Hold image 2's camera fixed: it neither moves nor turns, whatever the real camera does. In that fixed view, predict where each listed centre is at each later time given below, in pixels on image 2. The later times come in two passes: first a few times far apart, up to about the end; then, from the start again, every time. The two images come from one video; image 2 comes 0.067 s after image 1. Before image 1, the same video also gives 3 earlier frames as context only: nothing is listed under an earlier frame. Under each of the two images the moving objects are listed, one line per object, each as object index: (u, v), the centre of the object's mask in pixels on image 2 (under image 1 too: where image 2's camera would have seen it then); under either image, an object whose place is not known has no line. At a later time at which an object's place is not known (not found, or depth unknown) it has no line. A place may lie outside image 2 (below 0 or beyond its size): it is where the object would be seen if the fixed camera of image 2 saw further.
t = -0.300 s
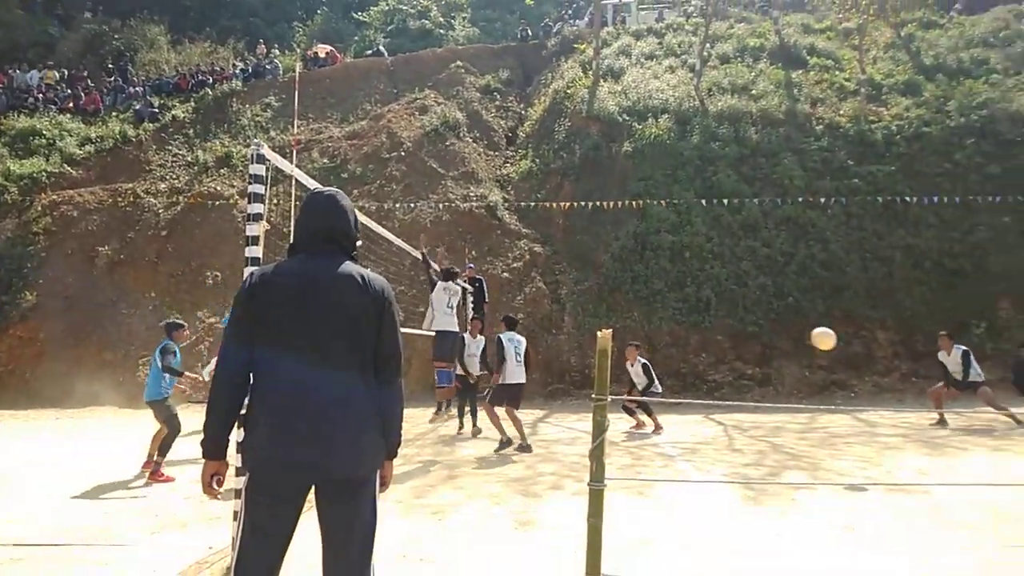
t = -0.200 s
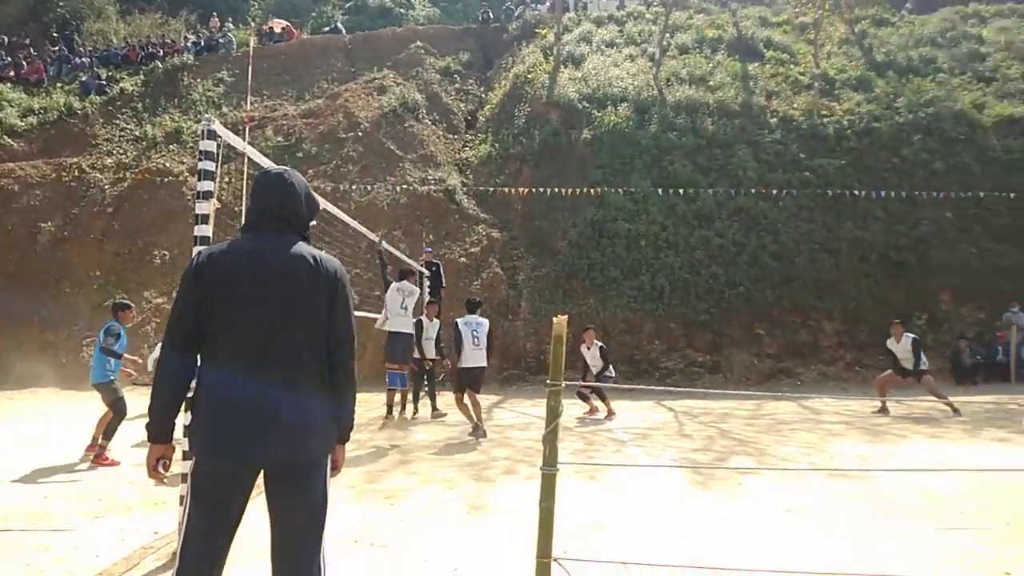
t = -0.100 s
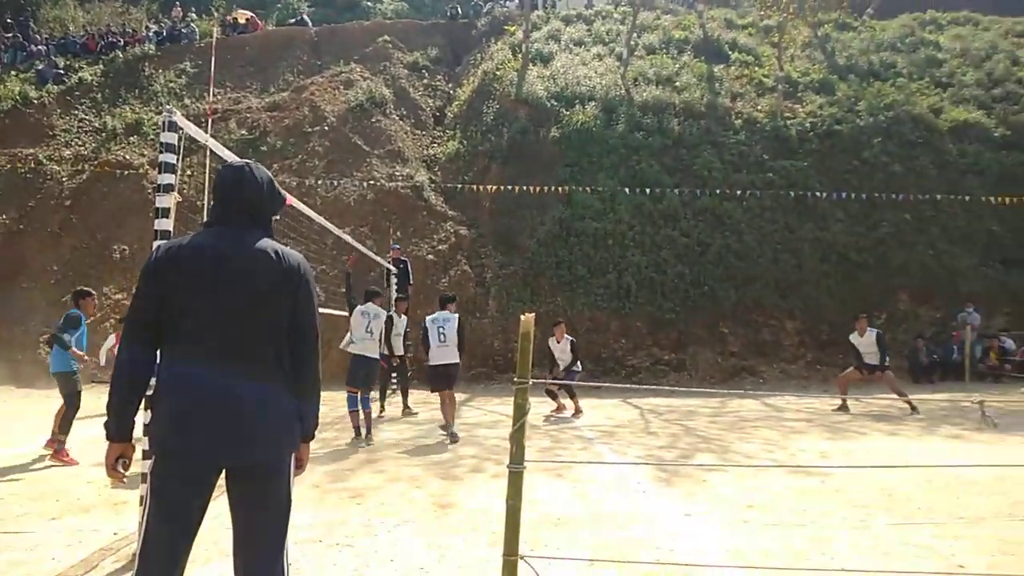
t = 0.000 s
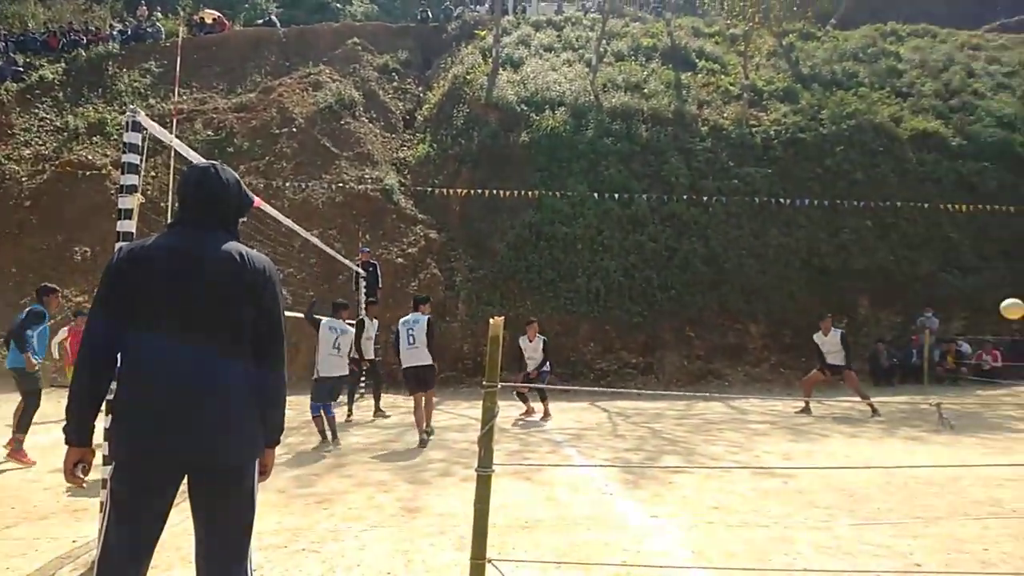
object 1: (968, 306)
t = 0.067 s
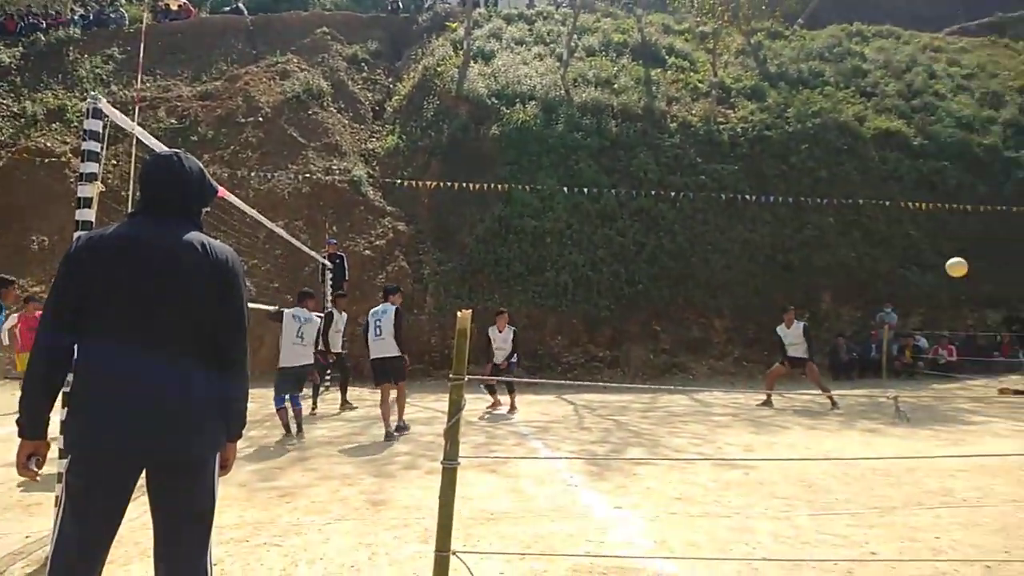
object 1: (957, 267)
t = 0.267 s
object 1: (929, 195)
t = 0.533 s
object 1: (903, 162)
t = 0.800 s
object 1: (883, 182)
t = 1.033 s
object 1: (868, 229)
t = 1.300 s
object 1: (851, 309)
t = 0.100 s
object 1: (951, 251)
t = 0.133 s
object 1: (946, 238)
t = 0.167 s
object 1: (941, 225)
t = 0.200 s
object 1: (937, 214)
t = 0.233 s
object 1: (933, 204)
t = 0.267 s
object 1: (929, 195)
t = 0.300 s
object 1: (925, 188)
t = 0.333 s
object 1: (921, 181)
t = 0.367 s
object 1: (918, 176)
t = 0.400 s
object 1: (915, 171)
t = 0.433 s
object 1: (912, 168)
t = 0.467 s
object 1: (909, 165)
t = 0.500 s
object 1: (906, 163)
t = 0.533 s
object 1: (903, 162)
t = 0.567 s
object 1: (900, 162)
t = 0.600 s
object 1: (898, 163)
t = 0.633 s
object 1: (895, 165)
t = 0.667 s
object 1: (893, 167)
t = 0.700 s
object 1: (890, 169)
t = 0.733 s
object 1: (888, 173)
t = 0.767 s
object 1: (886, 177)
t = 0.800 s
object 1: (883, 182)
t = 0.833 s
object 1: (881, 186)
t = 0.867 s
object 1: (879, 193)
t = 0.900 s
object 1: (877, 199)
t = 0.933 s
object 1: (875, 206)
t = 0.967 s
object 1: (872, 213)
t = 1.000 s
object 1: (870, 221)
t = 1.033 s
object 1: (868, 229)
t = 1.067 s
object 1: (866, 238)
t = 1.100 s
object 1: (864, 247)
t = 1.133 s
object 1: (862, 256)
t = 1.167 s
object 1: (859, 266)
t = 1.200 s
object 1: (858, 276)
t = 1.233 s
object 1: (856, 287)
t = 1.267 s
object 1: (853, 297)
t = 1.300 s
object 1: (851, 309)
